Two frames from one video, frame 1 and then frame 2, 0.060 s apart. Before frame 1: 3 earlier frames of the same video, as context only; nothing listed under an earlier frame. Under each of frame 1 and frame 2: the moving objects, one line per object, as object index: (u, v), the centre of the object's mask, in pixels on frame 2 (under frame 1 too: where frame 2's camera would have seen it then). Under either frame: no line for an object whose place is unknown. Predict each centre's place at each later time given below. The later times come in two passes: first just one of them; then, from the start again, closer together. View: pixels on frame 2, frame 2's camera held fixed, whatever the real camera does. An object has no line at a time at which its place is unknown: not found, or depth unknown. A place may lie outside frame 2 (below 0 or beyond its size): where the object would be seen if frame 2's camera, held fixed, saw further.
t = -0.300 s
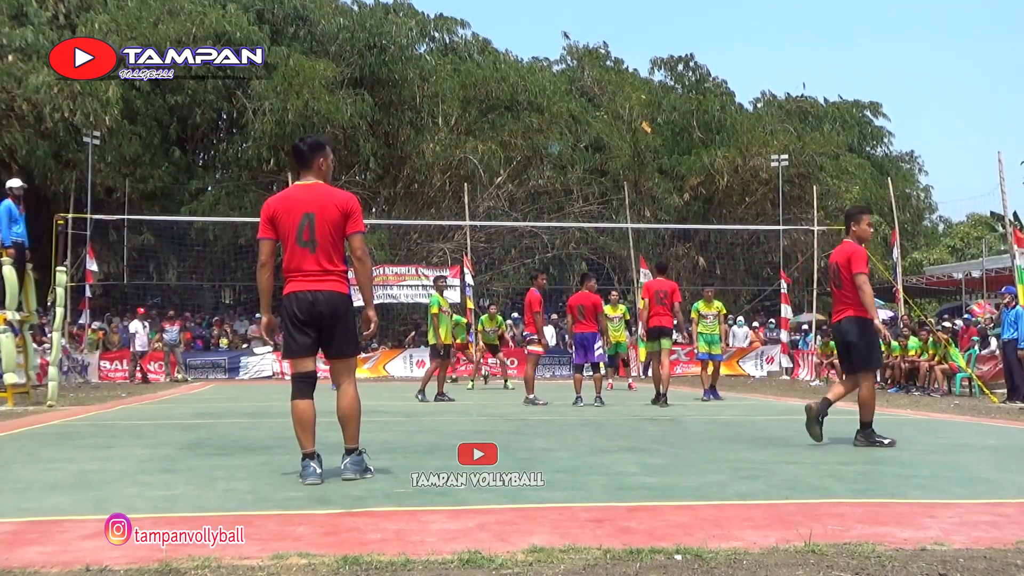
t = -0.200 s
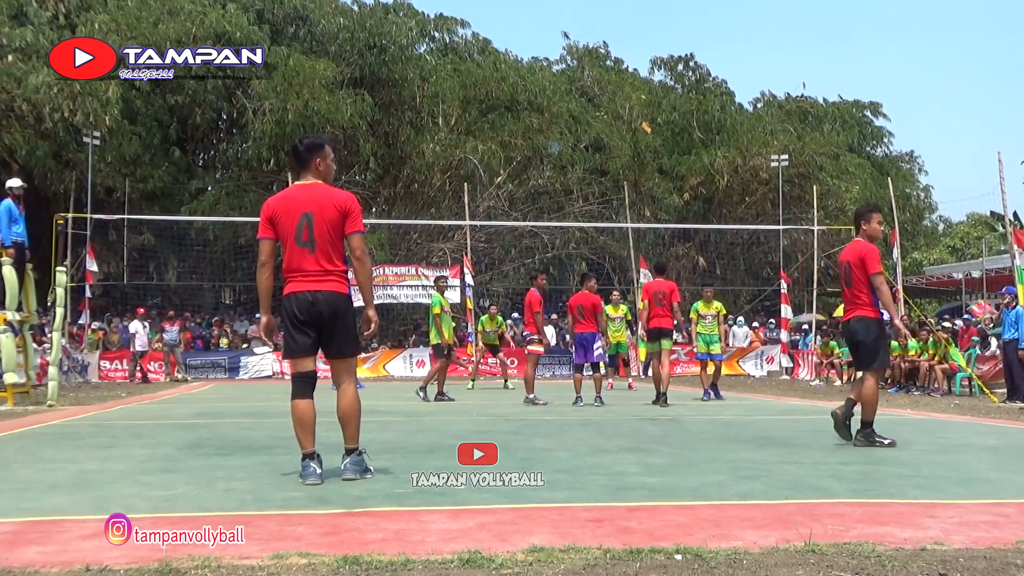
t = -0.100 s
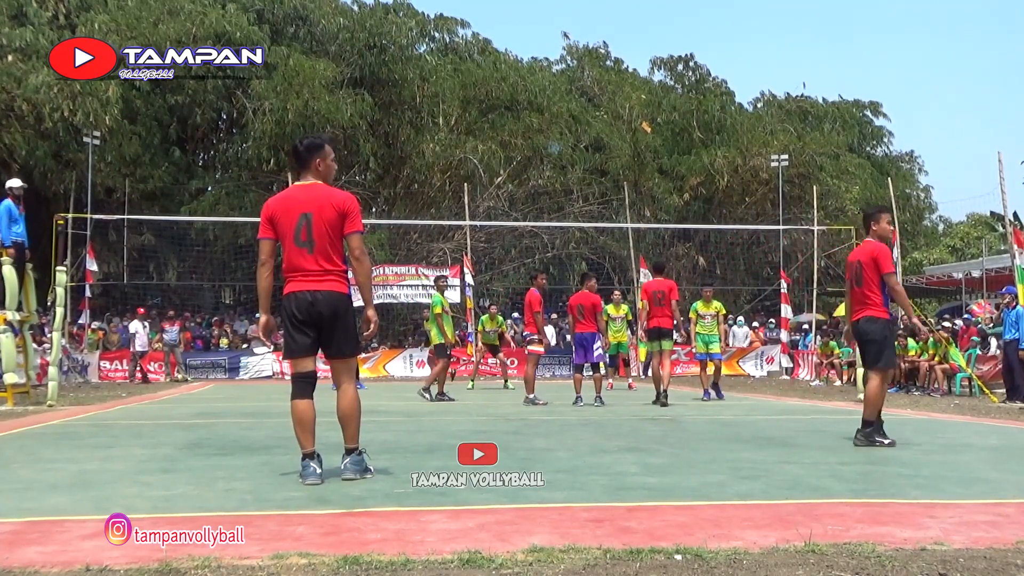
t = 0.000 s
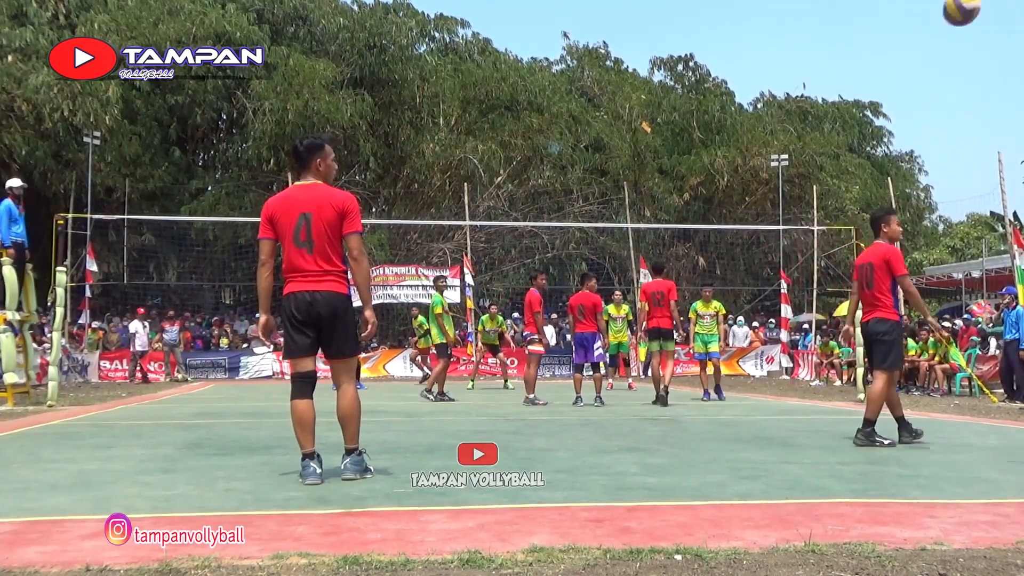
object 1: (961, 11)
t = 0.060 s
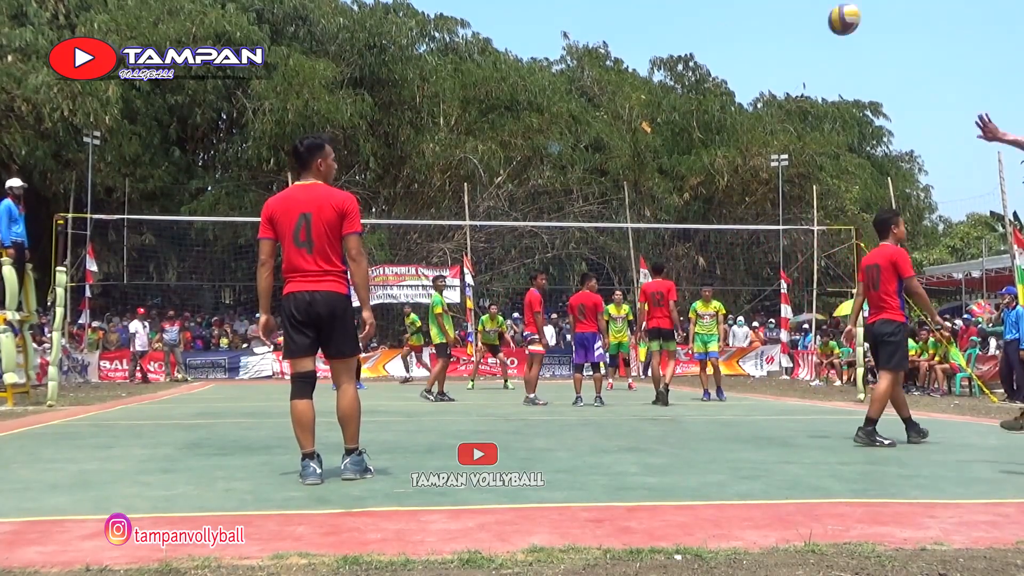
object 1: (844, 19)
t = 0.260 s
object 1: (594, 76)
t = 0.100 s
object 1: (780, 29)
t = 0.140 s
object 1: (726, 39)
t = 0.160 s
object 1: (700, 44)
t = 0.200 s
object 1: (654, 56)
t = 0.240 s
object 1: (613, 68)
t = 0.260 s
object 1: (594, 76)
